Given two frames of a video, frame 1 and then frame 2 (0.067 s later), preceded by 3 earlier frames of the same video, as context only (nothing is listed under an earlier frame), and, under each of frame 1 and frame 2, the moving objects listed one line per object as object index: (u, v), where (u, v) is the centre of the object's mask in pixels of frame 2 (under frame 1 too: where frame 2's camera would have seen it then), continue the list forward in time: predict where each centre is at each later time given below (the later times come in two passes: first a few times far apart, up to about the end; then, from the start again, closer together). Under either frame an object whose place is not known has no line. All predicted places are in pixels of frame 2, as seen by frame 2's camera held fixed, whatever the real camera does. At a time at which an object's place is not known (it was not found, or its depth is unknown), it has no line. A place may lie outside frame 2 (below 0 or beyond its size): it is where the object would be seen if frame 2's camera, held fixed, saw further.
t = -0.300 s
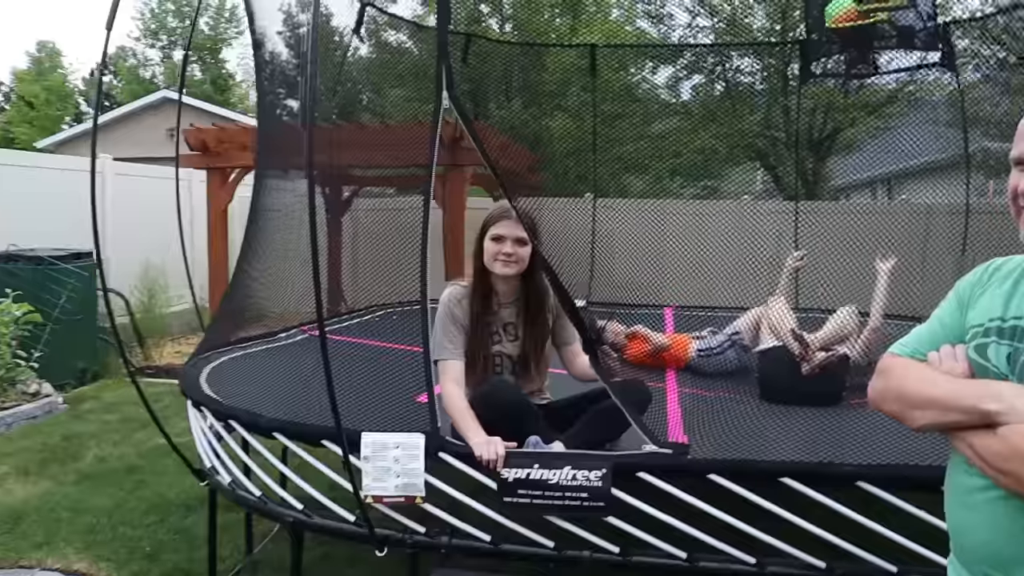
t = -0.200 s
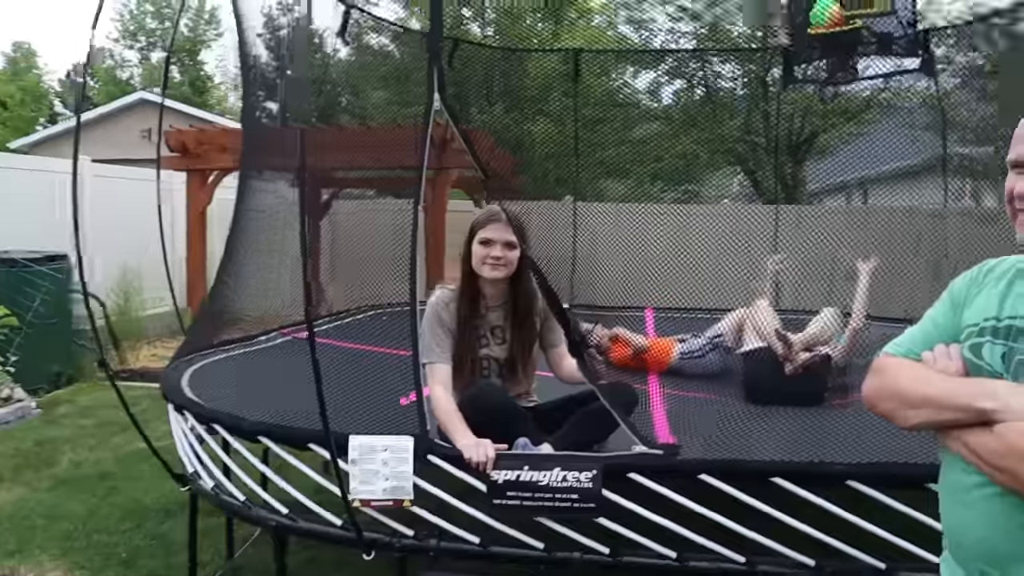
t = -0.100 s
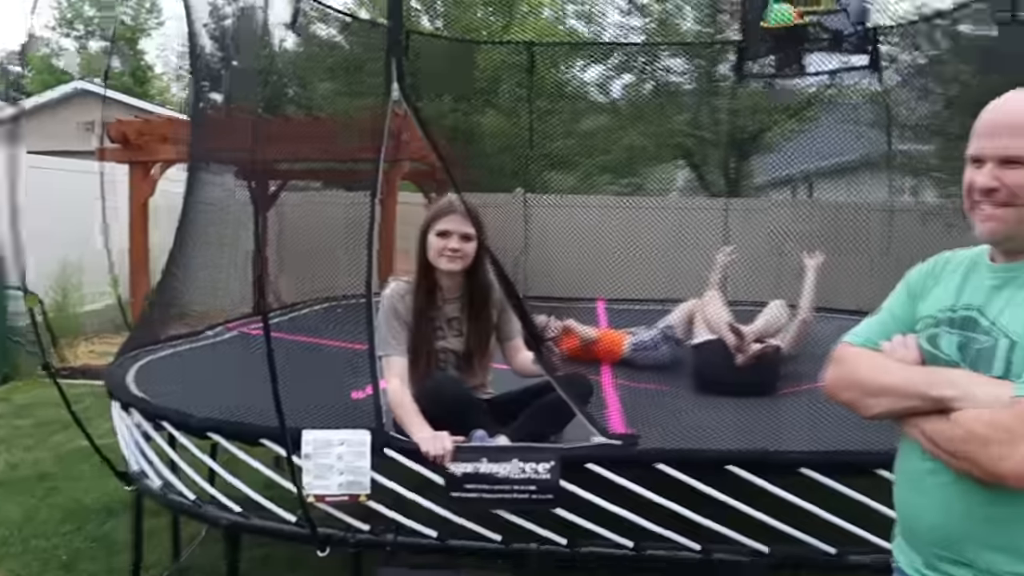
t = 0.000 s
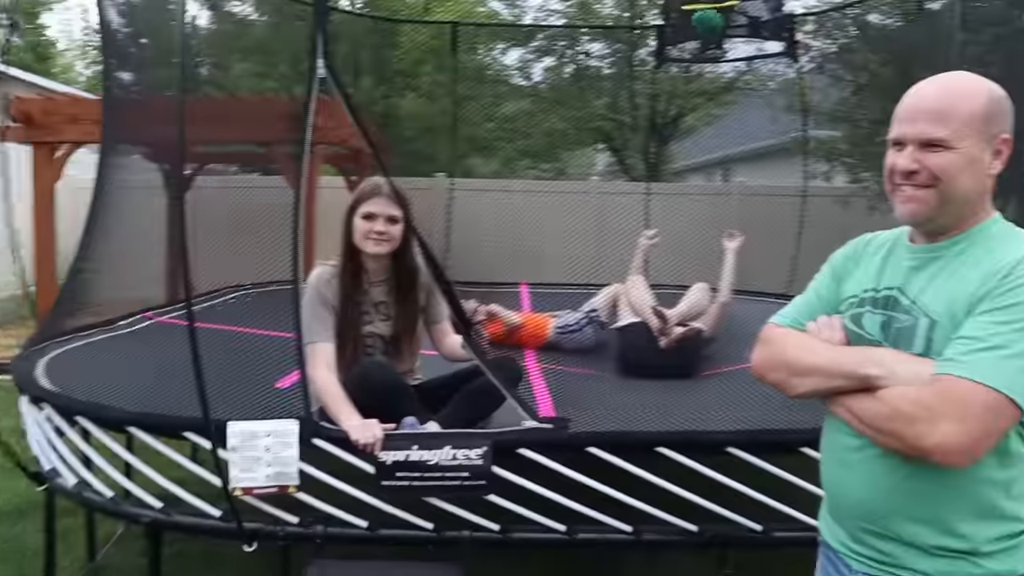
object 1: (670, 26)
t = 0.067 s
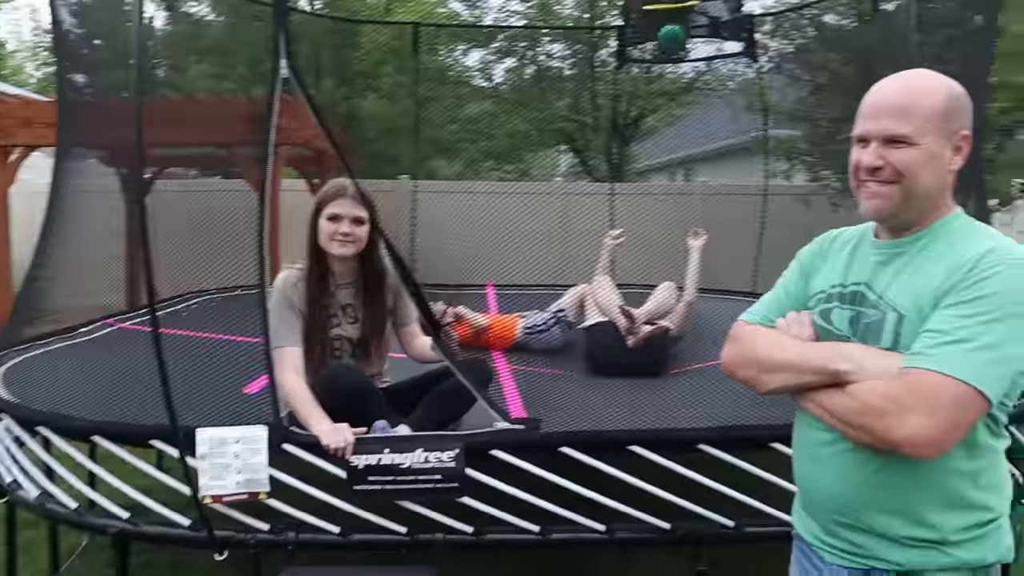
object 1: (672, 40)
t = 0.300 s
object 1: (679, 73)
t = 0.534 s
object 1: (667, 103)
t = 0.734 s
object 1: (657, 179)
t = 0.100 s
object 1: (674, 44)
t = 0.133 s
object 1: (671, 56)
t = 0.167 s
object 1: (672, 57)
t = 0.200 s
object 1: (676, 59)
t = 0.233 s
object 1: (676, 58)
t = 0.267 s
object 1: (677, 56)
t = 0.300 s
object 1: (679, 73)
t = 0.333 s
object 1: (675, 77)
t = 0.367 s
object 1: (676, 76)
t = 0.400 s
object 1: (676, 75)
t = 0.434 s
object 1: (674, 79)
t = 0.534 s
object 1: (667, 103)
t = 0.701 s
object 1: (659, 163)
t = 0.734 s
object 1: (657, 179)
